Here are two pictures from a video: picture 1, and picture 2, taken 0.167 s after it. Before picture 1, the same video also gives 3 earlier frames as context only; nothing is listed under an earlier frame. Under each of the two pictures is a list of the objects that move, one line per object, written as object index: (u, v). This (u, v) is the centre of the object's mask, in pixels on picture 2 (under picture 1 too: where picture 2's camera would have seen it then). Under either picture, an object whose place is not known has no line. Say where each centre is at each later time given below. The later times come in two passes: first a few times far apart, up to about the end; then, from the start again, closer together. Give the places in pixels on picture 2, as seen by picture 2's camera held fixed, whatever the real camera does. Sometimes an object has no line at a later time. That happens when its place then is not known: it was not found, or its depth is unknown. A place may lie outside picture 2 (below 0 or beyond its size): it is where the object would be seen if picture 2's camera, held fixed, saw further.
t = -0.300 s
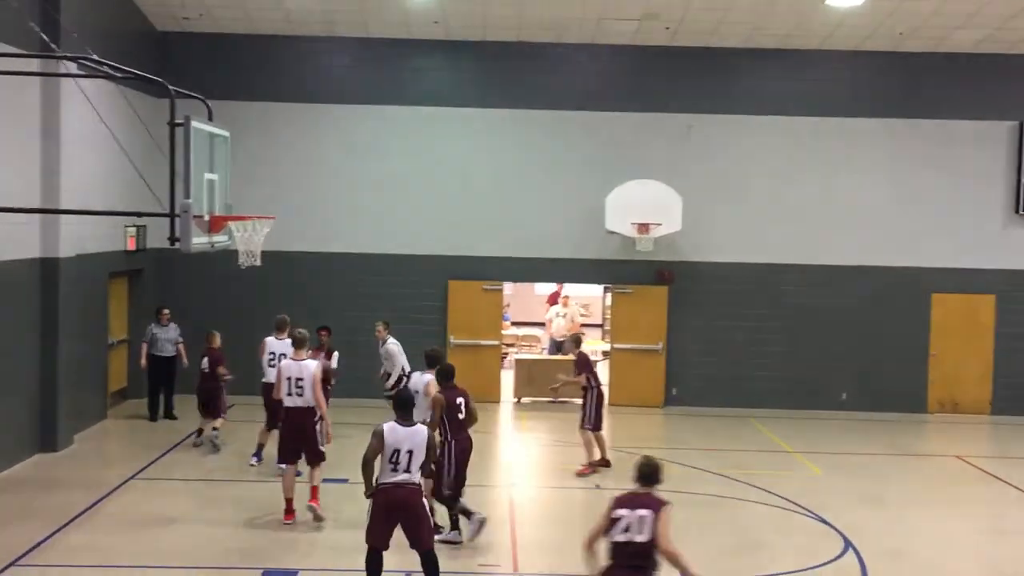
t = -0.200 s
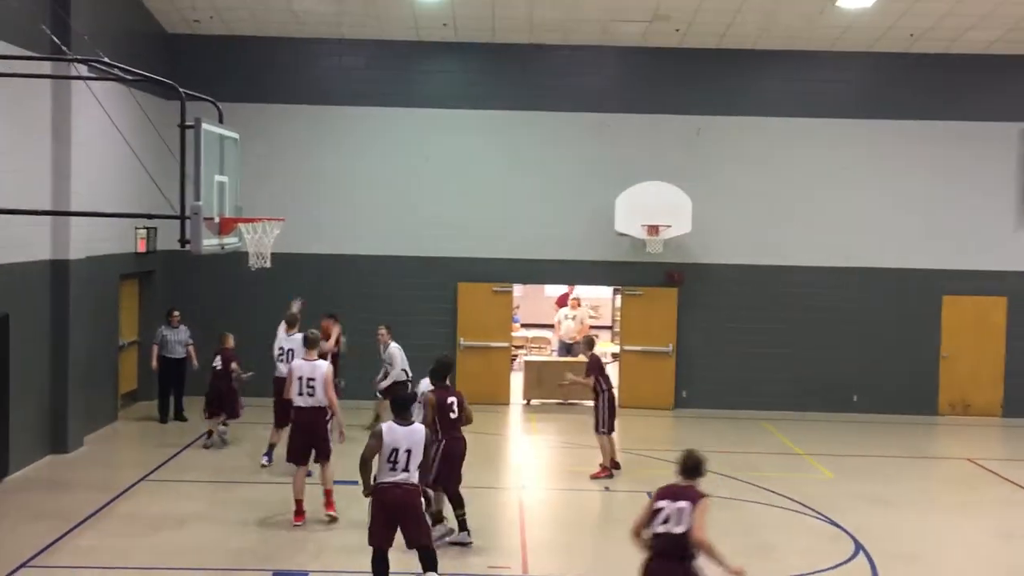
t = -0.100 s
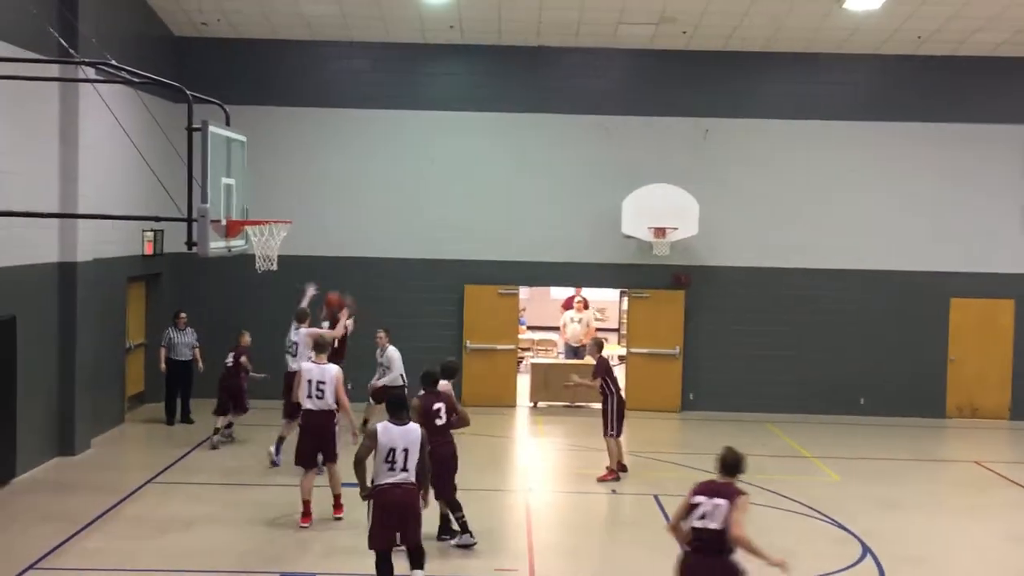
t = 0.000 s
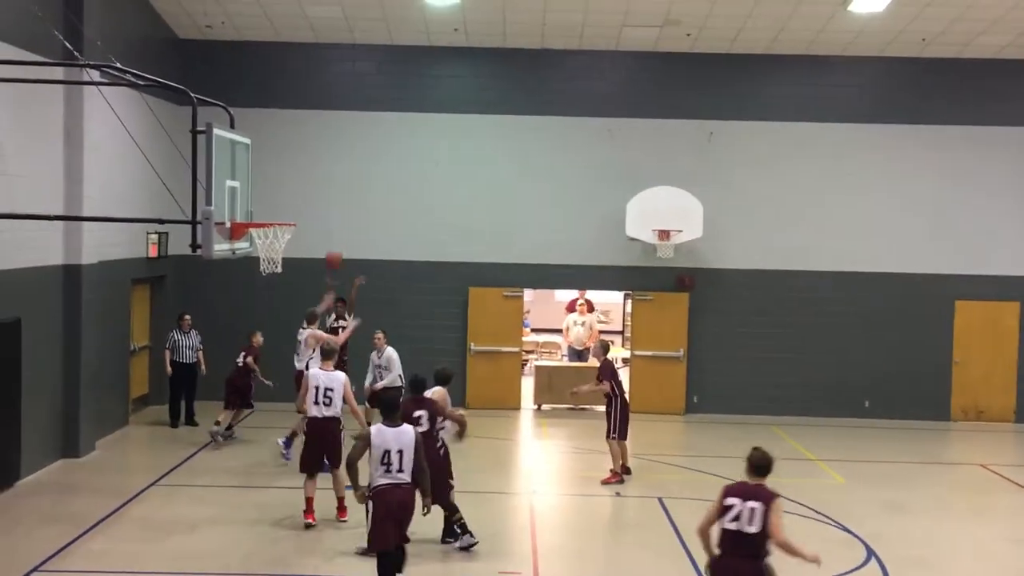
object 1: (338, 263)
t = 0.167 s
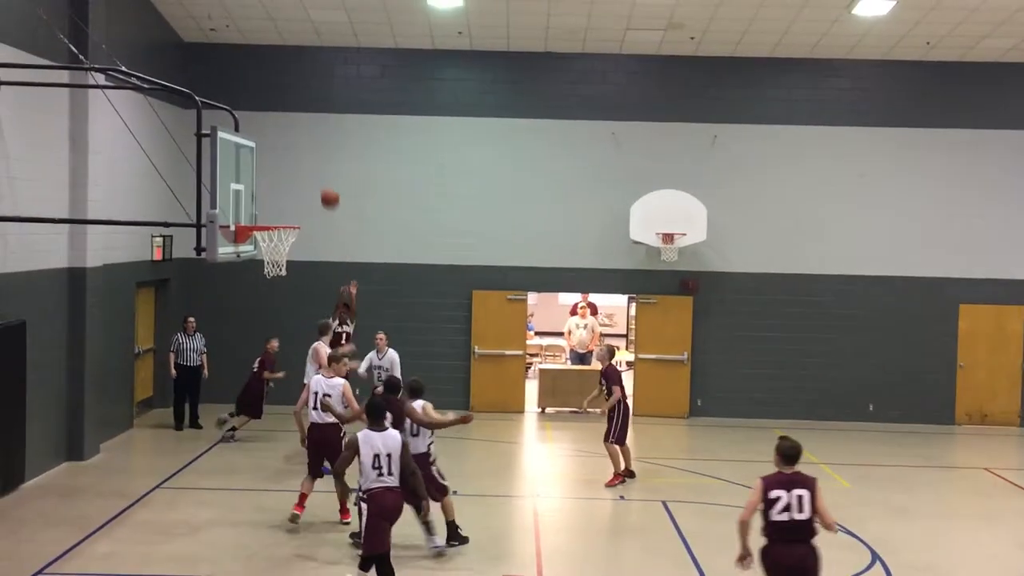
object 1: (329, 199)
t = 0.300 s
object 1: (322, 160)
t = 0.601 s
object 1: (301, 114)
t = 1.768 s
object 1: (449, 236)
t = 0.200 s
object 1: (328, 188)
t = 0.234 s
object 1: (326, 178)
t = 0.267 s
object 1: (324, 168)
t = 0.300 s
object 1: (322, 160)
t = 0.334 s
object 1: (320, 151)
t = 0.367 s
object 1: (317, 144)
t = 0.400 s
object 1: (316, 137)
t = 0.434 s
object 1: (314, 131)
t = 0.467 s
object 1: (312, 126)
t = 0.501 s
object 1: (309, 121)
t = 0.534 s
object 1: (307, 118)
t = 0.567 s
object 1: (304, 115)
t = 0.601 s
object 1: (301, 114)
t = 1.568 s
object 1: (400, 188)
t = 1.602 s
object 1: (408, 194)
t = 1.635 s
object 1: (416, 200)
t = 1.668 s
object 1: (425, 208)
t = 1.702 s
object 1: (433, 216)
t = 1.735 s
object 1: (440, 225)
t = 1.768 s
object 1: (449, 236)
